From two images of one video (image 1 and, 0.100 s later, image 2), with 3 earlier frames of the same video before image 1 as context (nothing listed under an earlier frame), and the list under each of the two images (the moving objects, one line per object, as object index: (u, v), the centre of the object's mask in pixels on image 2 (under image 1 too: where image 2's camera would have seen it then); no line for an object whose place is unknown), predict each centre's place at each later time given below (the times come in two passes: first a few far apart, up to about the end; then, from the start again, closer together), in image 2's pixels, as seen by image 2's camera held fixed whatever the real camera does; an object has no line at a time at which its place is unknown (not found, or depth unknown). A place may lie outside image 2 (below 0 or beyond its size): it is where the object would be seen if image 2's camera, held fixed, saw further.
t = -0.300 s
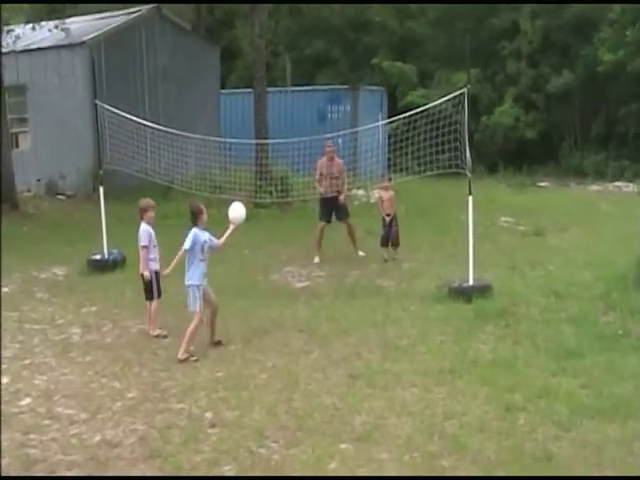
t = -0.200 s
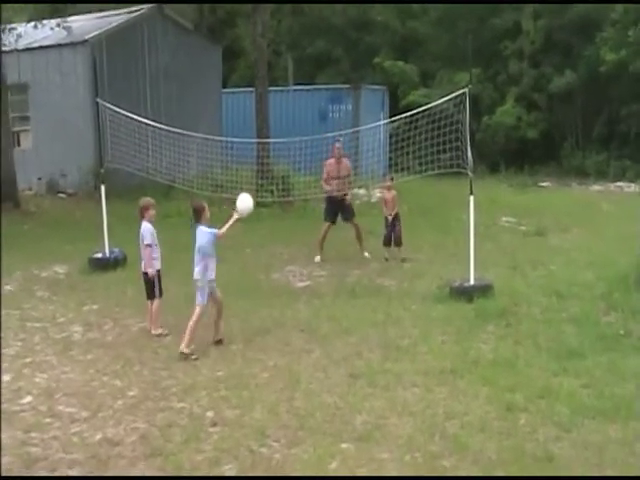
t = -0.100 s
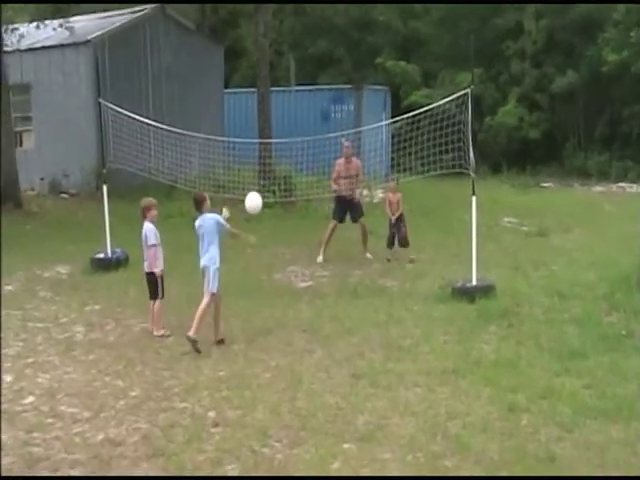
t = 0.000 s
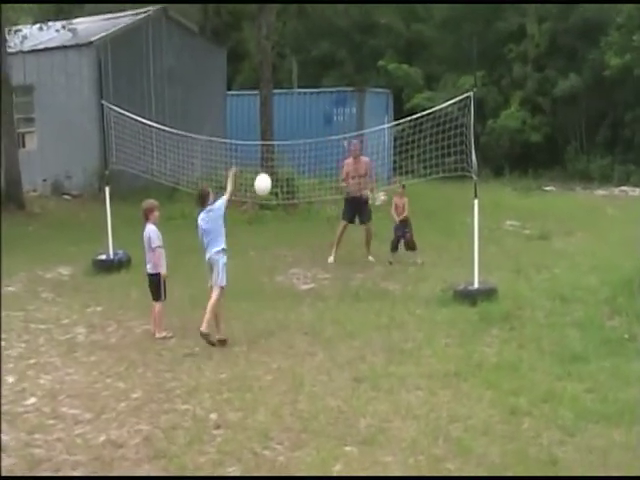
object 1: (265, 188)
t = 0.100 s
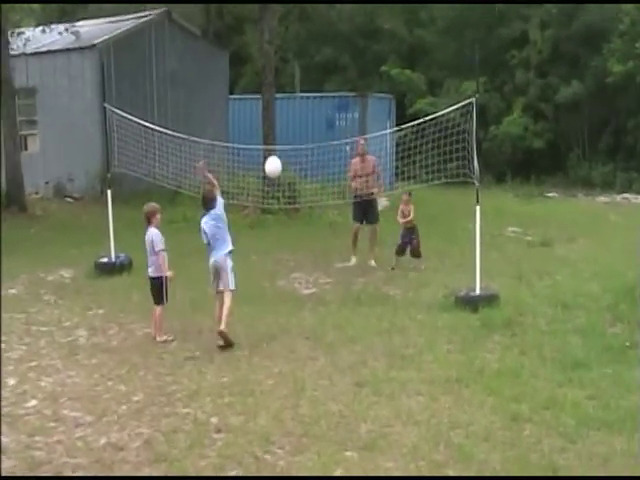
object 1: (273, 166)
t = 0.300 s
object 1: (288, 154)
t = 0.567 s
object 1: (308, 199)
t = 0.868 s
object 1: (335, 269)
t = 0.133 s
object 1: (275, 162)
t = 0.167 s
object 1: (278, 158)
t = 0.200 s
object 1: (280, 155)
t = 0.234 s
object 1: (283, 154)
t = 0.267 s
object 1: (285, 154)
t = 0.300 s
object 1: (288, 154)
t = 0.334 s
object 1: (291, 157)
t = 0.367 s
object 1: (294, 160)
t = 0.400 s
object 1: (296, 164)
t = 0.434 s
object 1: (298, 169)
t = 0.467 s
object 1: (301, 175)
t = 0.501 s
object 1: (303, 182)
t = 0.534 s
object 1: (306, 190)
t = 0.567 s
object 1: (308, 199)
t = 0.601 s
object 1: (310, 207)
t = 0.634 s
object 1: (313, 218)
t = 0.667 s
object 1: (315, 229)
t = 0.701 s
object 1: (317, 240)
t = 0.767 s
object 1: (324, 279)
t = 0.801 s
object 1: (327, 289)
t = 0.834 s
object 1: (331, 279)
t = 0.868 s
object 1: (335, 269)
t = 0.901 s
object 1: (339, 261)
